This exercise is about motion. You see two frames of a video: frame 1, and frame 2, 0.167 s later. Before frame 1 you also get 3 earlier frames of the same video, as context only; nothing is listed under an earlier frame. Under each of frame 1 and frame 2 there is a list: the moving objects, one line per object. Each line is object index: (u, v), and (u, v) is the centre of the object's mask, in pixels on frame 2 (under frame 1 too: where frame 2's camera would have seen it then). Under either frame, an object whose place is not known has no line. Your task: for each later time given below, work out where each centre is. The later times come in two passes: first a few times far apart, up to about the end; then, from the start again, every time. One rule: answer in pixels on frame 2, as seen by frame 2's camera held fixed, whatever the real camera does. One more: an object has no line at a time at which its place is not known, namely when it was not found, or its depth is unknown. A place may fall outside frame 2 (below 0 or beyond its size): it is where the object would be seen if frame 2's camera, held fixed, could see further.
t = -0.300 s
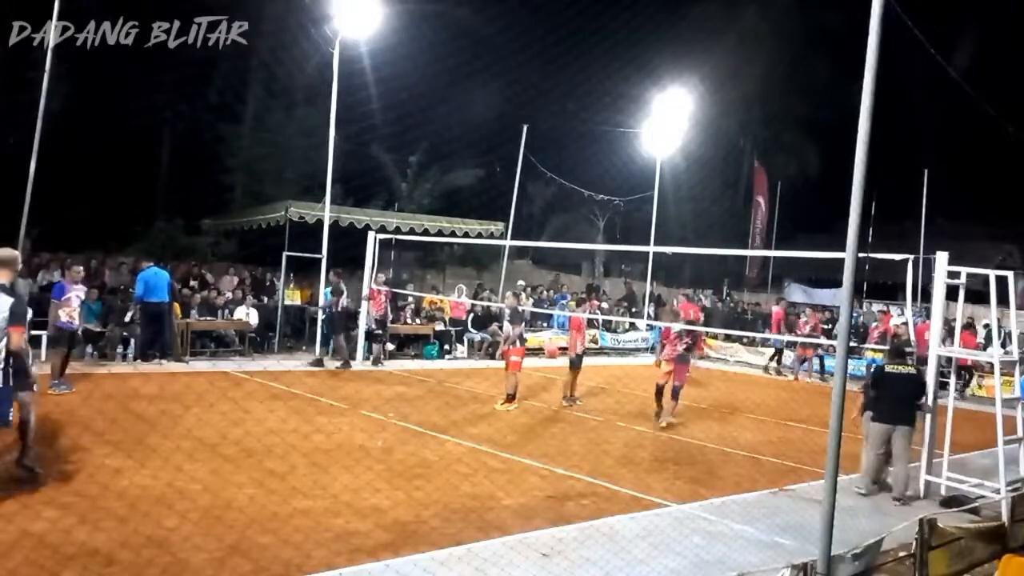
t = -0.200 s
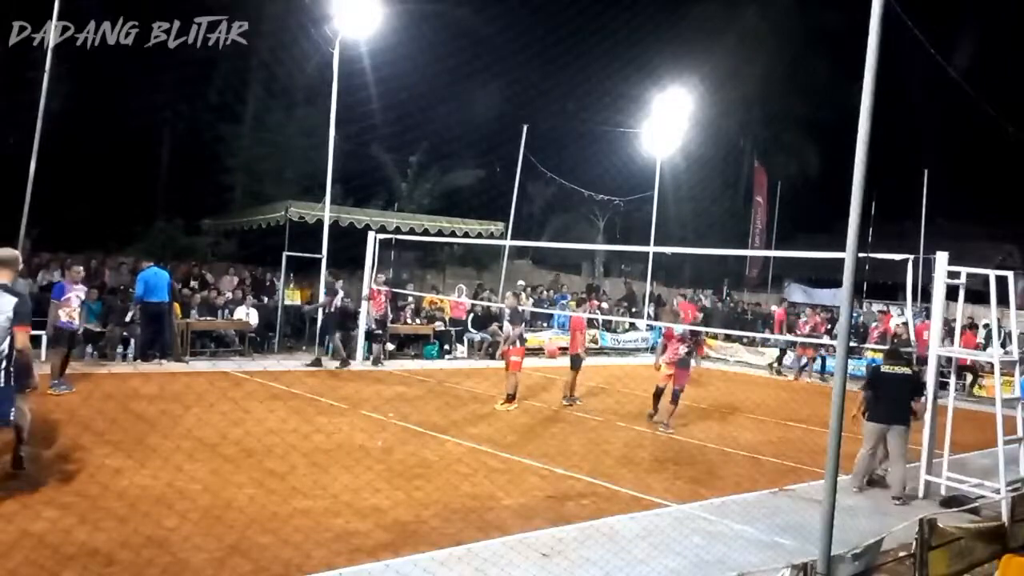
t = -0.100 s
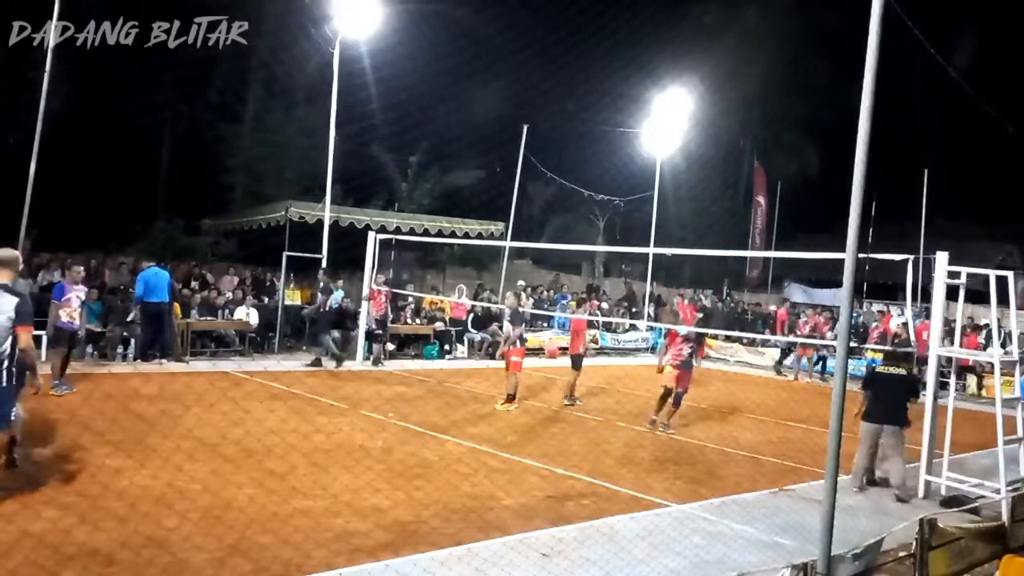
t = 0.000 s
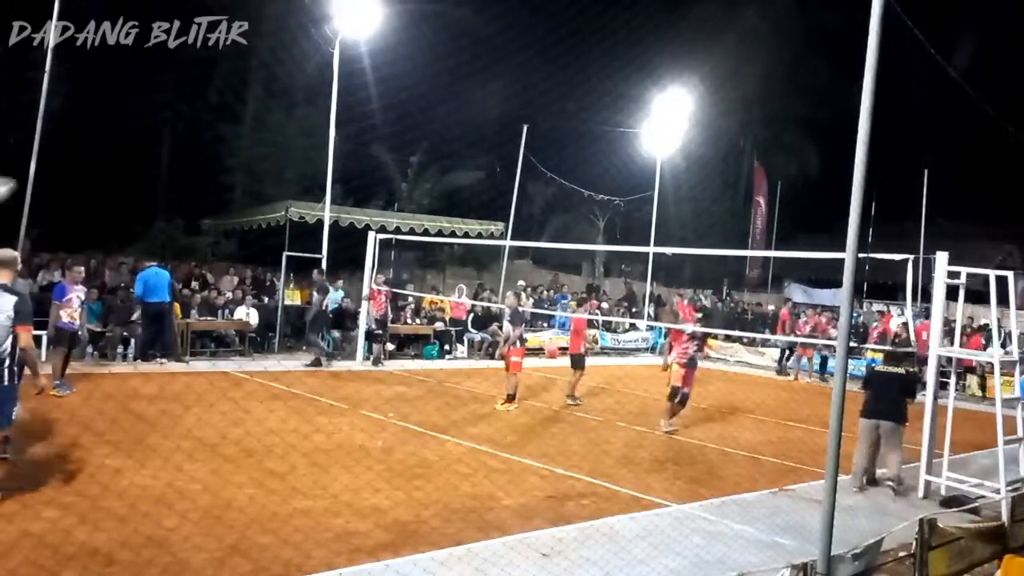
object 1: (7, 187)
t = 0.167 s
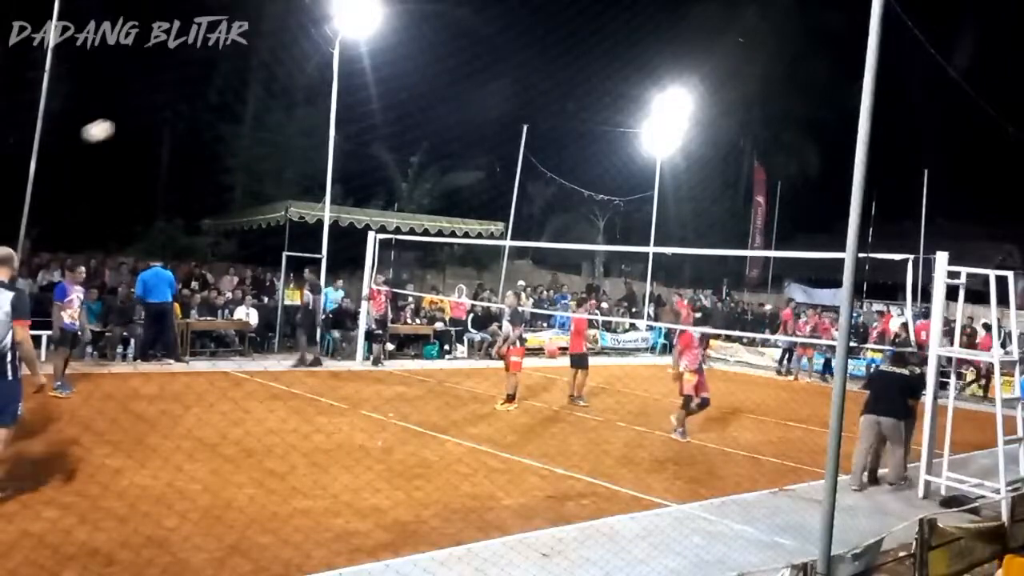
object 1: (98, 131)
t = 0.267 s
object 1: (151, 111)
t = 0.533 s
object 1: (268, 106)
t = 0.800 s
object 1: (360, 156)
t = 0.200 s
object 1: (115, 123)
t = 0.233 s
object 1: (133, 117)
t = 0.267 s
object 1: (151, 111)
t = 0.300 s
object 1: (167, 107)
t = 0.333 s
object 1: (182, 104)
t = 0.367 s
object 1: (198, 102)
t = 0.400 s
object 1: (213, 101)
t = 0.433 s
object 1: (227, 101)
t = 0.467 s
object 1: (241, 102)
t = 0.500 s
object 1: (255, 103)
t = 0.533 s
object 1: (268, 106)
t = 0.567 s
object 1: (282, 110)
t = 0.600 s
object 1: (294, 114)
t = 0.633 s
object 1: (306, 119)
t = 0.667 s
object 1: (317, 125)
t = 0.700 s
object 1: (329, 132)
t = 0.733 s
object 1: (342, 140)
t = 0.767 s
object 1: (350, 148)
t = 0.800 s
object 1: (360, 156)
